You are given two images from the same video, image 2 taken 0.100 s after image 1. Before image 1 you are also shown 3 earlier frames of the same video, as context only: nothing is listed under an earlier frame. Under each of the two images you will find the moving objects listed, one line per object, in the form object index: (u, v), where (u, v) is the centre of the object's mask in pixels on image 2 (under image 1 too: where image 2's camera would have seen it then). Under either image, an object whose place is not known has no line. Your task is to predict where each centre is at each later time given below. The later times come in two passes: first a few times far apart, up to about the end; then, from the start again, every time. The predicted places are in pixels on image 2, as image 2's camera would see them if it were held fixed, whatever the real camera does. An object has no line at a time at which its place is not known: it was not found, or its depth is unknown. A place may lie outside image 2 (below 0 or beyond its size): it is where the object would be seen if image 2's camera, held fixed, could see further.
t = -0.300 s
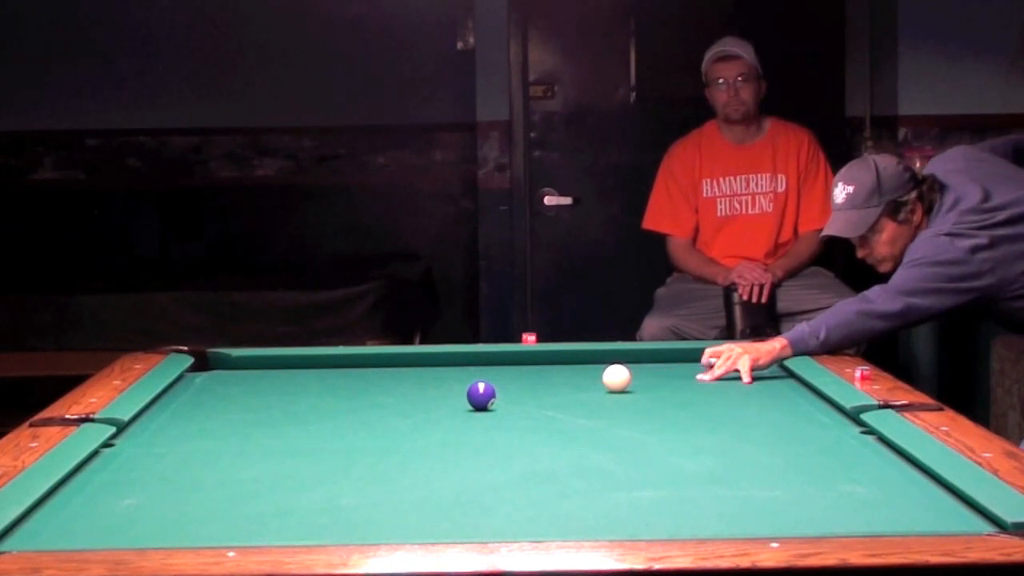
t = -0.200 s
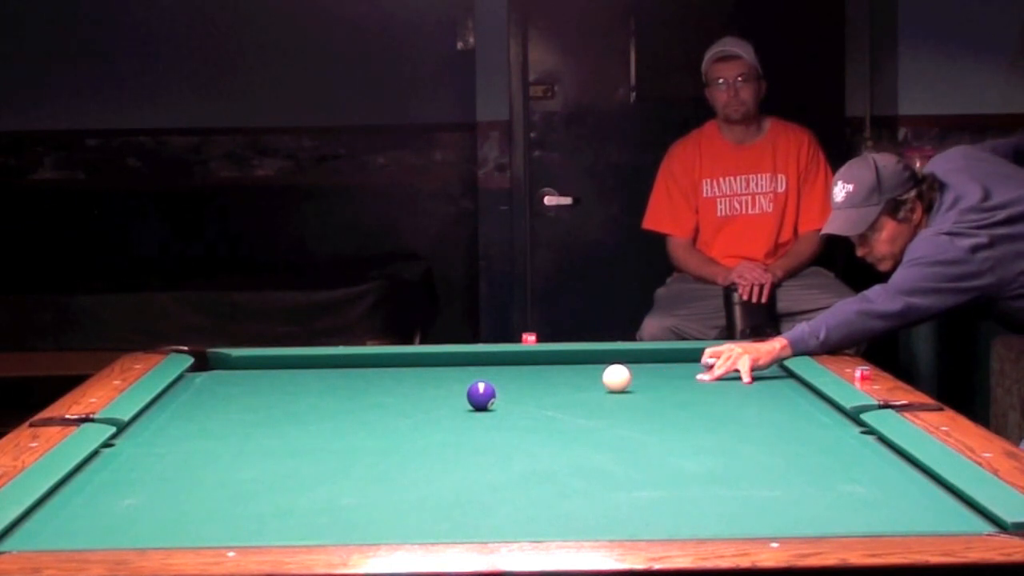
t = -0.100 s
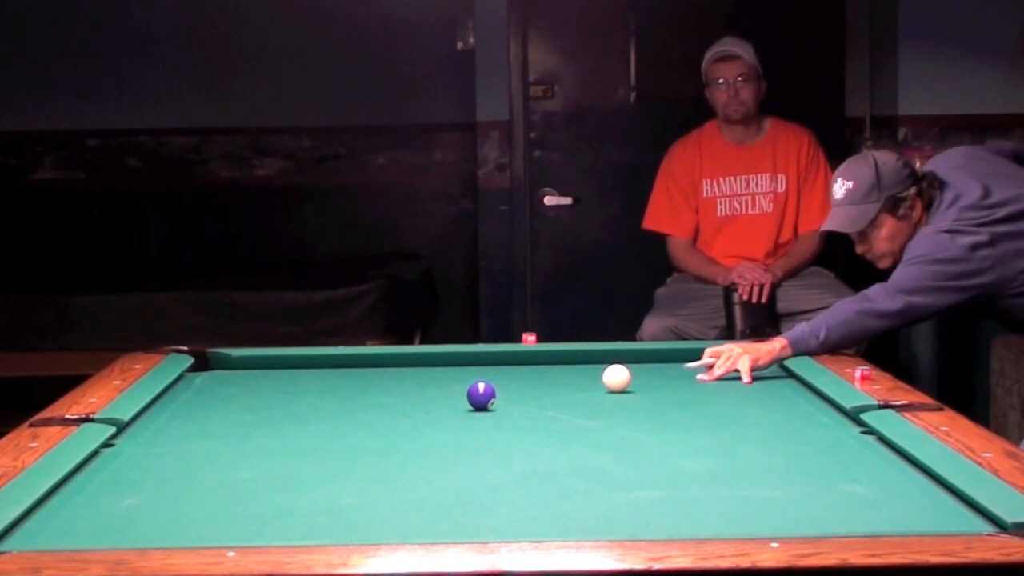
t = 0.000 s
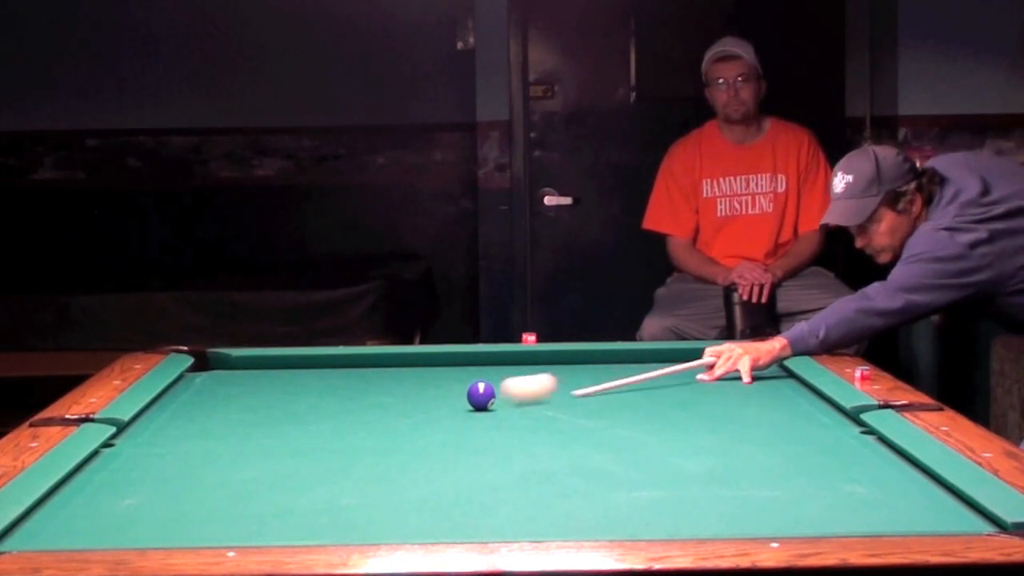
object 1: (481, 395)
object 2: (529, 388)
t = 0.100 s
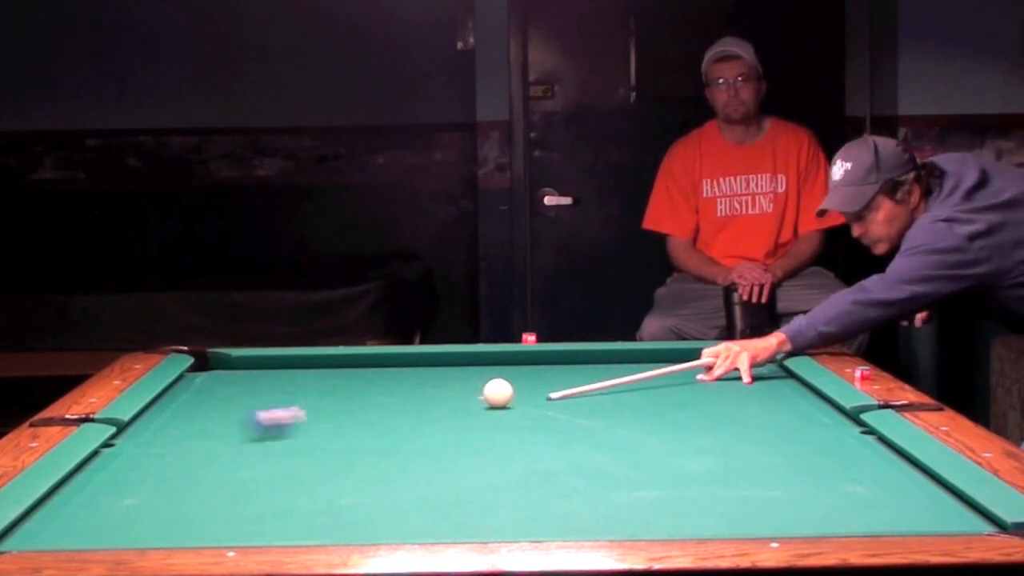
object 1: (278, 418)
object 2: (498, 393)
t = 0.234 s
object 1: (232, 451)
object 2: (496, 393)
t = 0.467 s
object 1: (625, 491)
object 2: (494, 393)
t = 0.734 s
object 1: (1019, 498)
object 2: (494, 393)
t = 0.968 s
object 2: (494, 393)
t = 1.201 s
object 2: (494, 393)
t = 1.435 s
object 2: (495, 393)
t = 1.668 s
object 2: (495, 393)
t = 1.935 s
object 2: (494, 393)
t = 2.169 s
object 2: (495, 393)
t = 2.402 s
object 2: (495, 393)
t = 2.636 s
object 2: (495, 393)
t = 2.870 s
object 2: (495, 393)
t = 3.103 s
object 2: (494, 393)
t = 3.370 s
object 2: (495, 393)
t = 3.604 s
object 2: (495, 393)
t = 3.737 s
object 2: (495, 393)
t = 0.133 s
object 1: (190, 431)
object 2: (497, 393)
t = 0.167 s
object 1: (125, 442)
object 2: (497, 393)
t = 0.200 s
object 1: (177, 446)
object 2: (496, 393)
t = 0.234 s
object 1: (232, 451)
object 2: (496, 393)
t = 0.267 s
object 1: (287, 457)
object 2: (496, 393)
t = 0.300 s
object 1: (345, 462)
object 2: (496, 393)
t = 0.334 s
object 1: (397, 468)
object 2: (495, 393)
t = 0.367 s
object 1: (455, 474)
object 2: (495, 393)
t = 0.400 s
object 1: (509, 479)
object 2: (494, 393)
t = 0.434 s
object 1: (567, 485)
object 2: (494, 393)
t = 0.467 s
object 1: (625, 491)
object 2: (494, 393)
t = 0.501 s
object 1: (683, 498)
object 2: (494, 393)
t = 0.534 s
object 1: (741, 504)
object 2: (494, 393)
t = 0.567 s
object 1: (799, 509)
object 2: (494, 393)
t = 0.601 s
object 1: (857, 513)
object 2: (494, 393)
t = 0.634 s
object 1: (916, 517)
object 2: (494, 393)
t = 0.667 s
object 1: (978, 520)
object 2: (495, 393)
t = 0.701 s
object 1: (1016, 514)
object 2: (494, 393)
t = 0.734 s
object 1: (1019, 498)
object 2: (494, 393)
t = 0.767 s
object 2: (494, 393)
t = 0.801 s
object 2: (494, 393)
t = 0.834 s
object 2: (494, 393)
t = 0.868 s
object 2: (494, 393)
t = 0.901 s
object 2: (494, 393)
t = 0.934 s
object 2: (494, 393)
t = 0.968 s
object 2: (494, 393)
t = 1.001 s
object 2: (494, 393)
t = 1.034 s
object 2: (494, 393)
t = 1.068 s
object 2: (494, 393)
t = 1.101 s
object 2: (494, 393)
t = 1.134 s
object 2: (494, 393)
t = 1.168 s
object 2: (494, 393)
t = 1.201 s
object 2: (494, 393)
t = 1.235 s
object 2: (495, 393)
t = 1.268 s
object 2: (495, 393)
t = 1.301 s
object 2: (495, 393)
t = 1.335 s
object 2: (495, 393)
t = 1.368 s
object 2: (495, 393)
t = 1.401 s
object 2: (495, 393)
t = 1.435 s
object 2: (495, 393)
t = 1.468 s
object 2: (495, 393)
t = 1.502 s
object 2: (495, 393)
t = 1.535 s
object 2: (495, 393)
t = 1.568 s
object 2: (495, 393)
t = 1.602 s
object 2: (495, 393)
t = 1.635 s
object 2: (495, 393)
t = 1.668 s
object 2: (495, 393)
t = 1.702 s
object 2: (495, 393)
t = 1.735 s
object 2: (495, 393)
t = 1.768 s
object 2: (494, 393)
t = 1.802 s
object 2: (494, 393)
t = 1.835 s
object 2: (494, 393)
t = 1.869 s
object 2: (494, 393)
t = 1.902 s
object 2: (494, 393)
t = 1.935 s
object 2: (494, 393)
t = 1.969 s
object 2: (495, 393)
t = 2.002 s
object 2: (495, 393)
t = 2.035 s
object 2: (495, 393)
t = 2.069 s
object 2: (495, 393)
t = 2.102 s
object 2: (495, 393)
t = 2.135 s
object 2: (495, 393)
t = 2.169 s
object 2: (495, 393)
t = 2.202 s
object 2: (495, 393)
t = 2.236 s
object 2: (495, 393)
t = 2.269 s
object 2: (495, 393)
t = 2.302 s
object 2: (495, 393)
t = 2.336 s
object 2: (495, 393)
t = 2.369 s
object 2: (495, 393)
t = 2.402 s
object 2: (495, 393)
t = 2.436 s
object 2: (495, 393)
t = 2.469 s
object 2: (495, 393)
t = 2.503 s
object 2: (495, 393)
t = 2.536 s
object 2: (495, 393)
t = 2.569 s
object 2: (495, 393)
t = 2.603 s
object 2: (495, 393)
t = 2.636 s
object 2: (495, 393)
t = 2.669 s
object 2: (495, 393)
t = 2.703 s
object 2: (495, 393)
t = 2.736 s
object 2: (495, 393)
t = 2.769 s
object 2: (495, 393)
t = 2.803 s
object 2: (495, 393)
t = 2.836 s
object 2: (495, 393)
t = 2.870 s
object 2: (495, 393)
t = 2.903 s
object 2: (495, 393)
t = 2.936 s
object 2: (494, 393)
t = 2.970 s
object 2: (494, 393)
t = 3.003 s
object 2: (494, 393)
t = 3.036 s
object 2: (494, 393)
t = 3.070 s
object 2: (494, 393)
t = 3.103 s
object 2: (494, 393)
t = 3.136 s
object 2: (494, 393)
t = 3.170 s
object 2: (495, 393)
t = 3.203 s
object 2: (494, 393)
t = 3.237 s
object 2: (495, 393)
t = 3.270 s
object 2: (495, 393)
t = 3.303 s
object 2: (494, 393)
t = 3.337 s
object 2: (494, 393)
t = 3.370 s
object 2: (495, 393)
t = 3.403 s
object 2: (494, 393)
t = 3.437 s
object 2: (495, 393)
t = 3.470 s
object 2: (495, 393)
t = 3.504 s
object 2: (494, 393)
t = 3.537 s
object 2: (495, 393)
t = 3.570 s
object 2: (495, 393)
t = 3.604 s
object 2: (495, 393)
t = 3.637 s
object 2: (495, 393)
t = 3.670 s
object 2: (494, 393)
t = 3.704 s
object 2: (495, 393)
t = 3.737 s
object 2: (495, 393)
